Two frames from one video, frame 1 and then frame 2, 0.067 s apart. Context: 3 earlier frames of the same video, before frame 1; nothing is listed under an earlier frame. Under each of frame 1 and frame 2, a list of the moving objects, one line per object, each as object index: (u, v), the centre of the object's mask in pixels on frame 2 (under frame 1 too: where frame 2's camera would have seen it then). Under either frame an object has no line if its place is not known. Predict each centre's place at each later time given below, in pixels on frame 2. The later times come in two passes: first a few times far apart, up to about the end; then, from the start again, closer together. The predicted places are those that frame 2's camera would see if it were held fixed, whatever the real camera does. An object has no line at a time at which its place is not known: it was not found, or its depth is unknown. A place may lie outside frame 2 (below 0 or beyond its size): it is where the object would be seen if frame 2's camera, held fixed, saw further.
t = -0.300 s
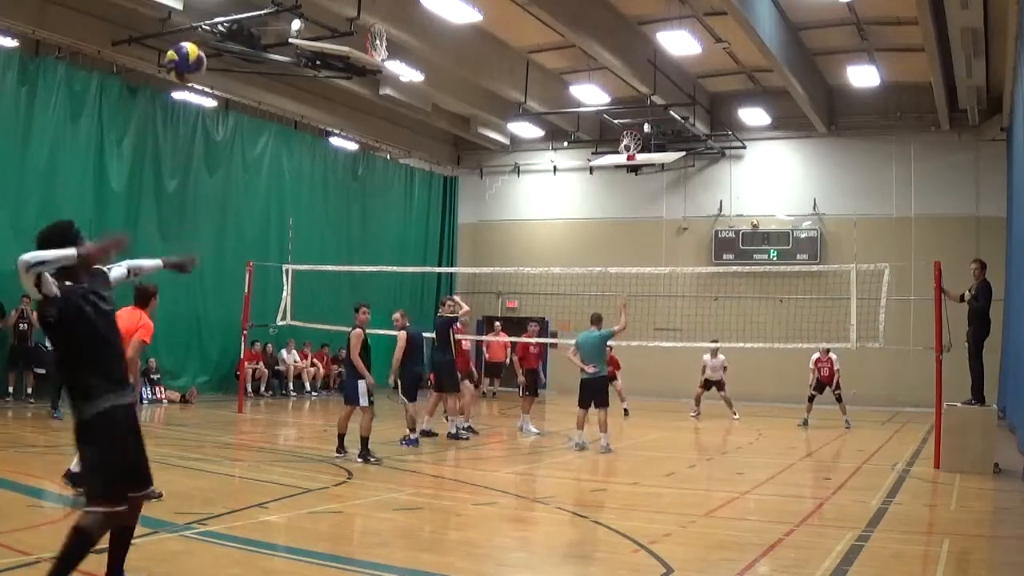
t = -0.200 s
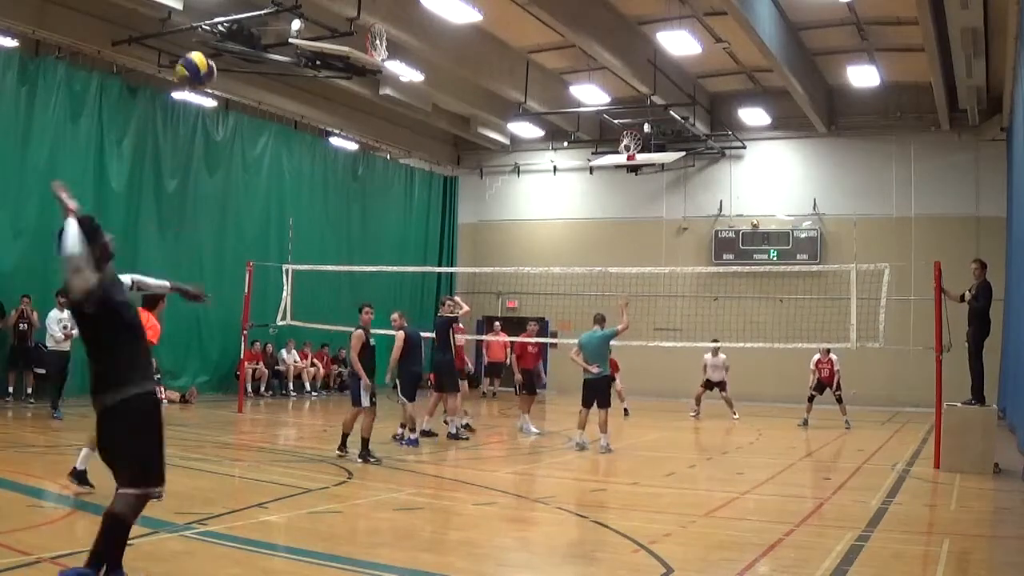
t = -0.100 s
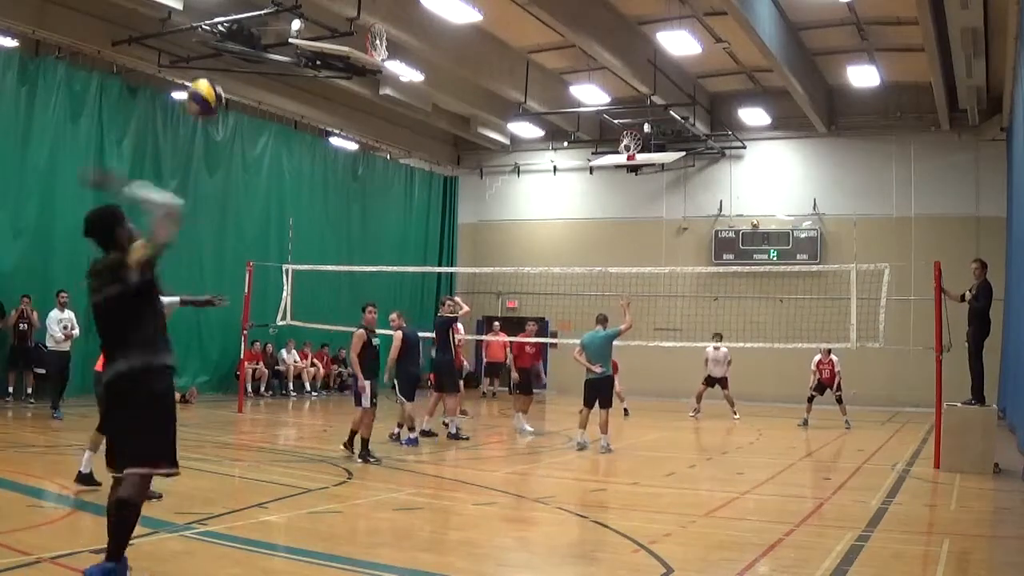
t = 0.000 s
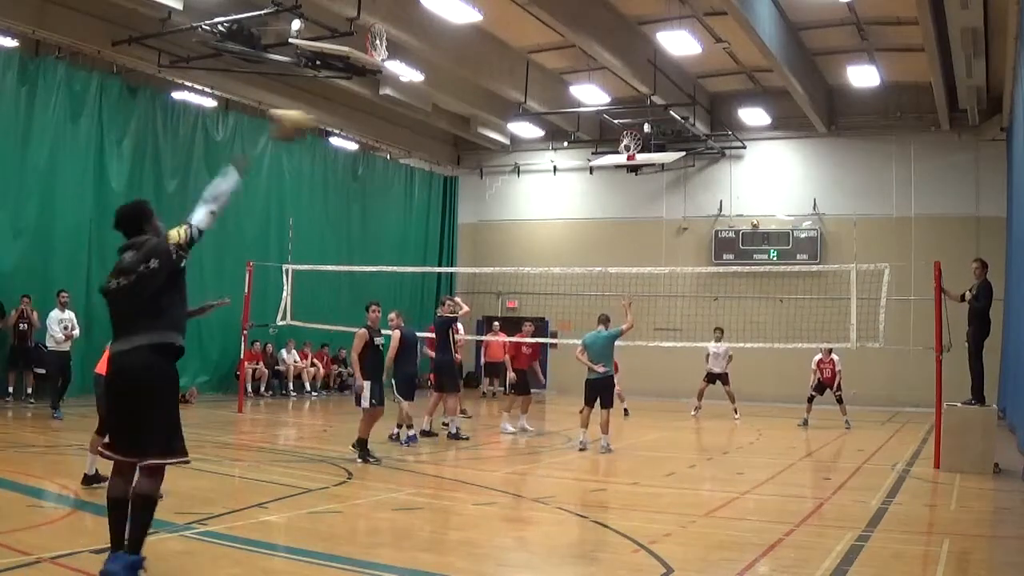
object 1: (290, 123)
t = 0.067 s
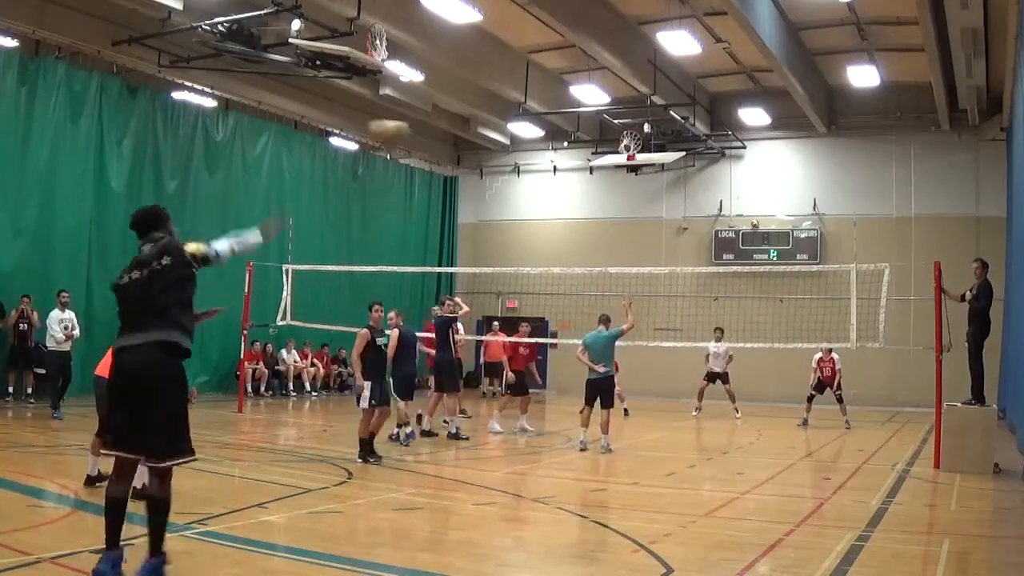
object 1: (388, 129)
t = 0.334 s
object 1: (609, 196)
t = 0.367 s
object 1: (625, 204)
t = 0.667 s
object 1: (717, 292)
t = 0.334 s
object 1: (609, 196)
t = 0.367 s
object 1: (625, 204)
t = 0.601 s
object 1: (702, 272)
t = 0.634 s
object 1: (710, 282)
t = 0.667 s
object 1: (717, 292)
